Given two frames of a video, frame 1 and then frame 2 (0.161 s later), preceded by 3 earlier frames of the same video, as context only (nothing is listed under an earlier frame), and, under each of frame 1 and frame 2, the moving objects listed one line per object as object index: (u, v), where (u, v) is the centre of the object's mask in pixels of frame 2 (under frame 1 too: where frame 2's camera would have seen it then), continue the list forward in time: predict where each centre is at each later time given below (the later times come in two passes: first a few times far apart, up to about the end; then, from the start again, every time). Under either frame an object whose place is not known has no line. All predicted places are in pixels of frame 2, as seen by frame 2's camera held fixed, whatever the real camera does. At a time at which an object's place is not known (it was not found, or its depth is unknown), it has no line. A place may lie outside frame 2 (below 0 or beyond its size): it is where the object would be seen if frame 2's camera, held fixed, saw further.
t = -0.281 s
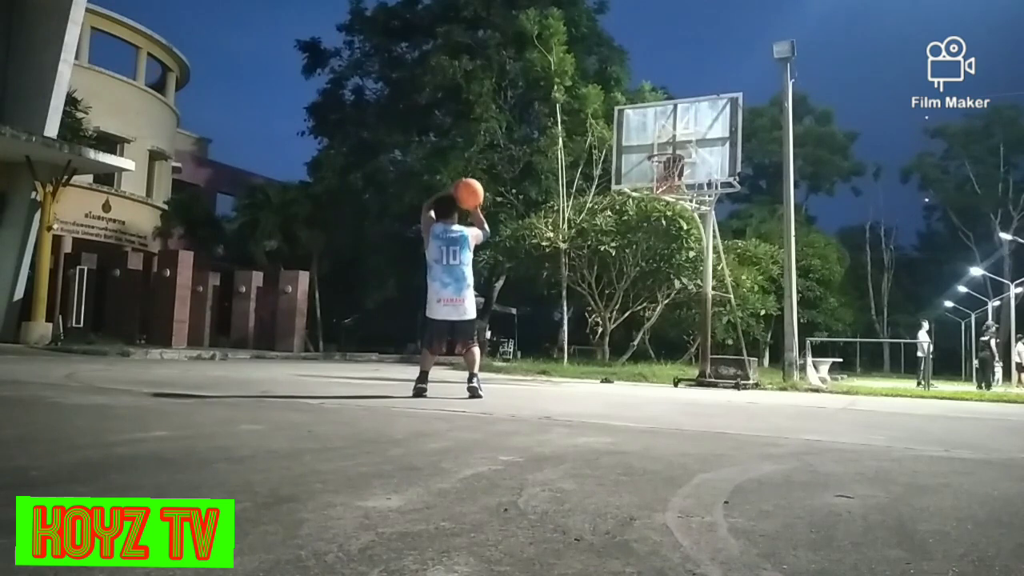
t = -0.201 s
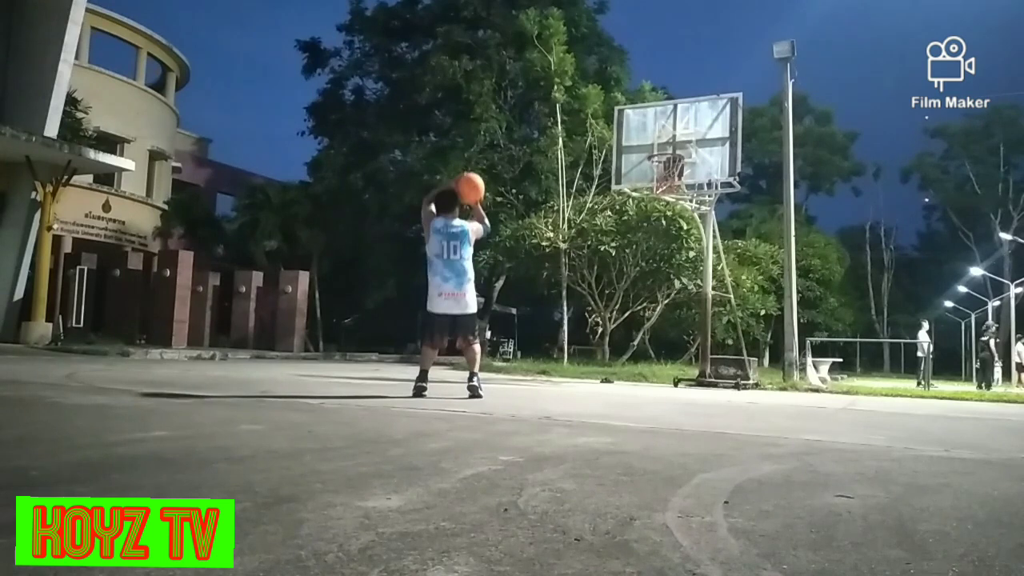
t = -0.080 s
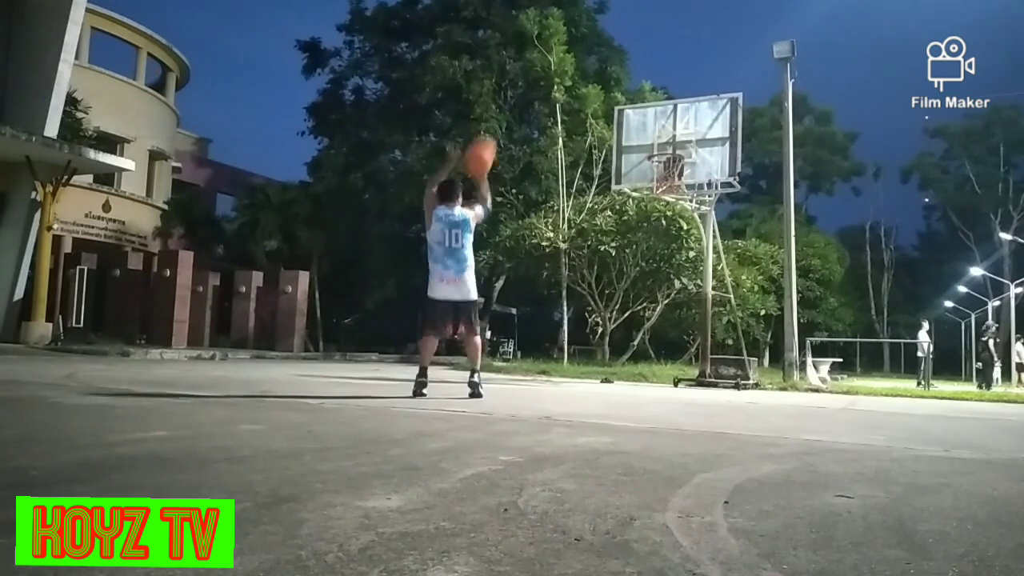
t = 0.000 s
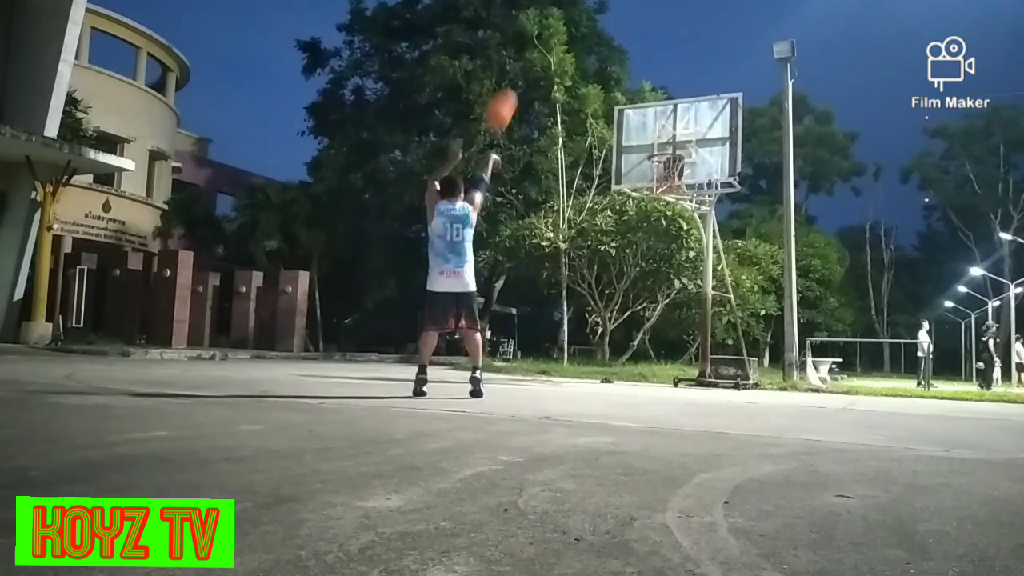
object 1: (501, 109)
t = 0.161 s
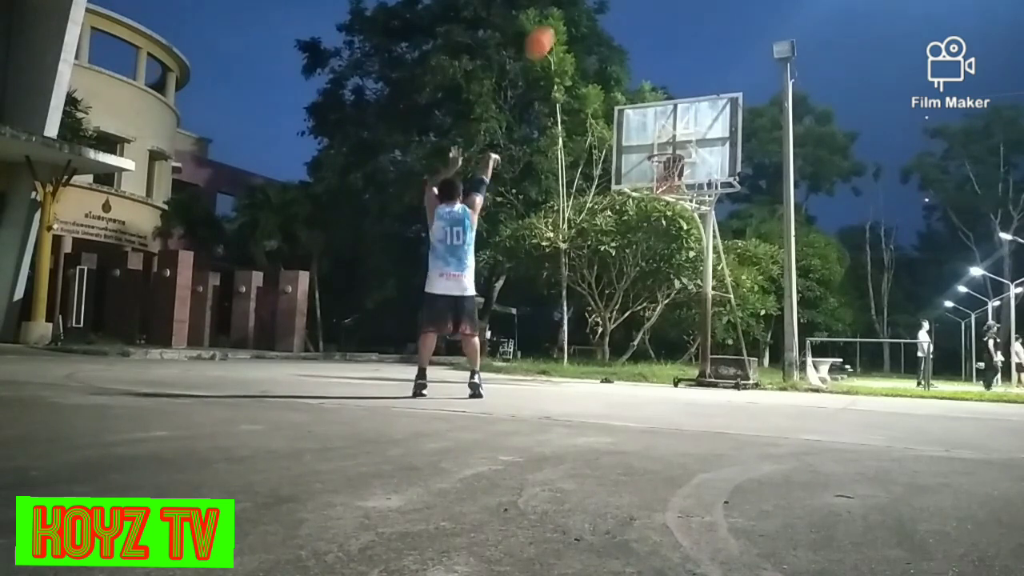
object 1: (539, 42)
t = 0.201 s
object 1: (549, 31)
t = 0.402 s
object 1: (585, 7)
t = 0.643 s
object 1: (623, 22)
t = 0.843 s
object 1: (647, 68)
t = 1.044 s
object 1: (666, 140)
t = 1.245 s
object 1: (678, 123)
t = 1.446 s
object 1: (692, 118)
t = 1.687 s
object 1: (712, 160)
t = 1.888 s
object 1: (731, 249)
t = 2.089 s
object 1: (753, 385)
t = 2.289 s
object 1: (772, 277)
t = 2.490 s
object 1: (793, 203)
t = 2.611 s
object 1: (807, 180)
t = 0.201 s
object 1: (549, 31)
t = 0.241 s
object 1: (557, 22)
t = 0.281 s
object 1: (565, 14)
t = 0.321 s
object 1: (573, 10)
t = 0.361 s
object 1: (579, 8)
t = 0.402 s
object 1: (585, 7)
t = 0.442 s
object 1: (592, 7)
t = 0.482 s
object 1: (600, 7)
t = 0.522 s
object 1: (605, 9)
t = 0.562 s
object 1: (611, 11)
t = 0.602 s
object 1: (617, 15)
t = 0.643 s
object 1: (623, 22)
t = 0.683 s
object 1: (628, 29)
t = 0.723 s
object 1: (633, 37)
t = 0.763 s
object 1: (637, 47)
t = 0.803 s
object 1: (642, 57)
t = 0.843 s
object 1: (647, 68)
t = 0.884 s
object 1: (650, 80)
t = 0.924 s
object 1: (654, 92)
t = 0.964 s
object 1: (659, 106)
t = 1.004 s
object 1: (662, 123)
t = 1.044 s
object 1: (666, 140)
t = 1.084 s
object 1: (668, 145)
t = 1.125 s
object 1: (670, 140)
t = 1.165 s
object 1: (672, 133)
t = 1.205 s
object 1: (675, 127)
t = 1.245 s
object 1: (678, 123)
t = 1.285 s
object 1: (681, 119)
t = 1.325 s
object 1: (684, 117)
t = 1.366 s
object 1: (687, 116)
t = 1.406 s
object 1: (689, 116)
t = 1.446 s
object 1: (692, 118)
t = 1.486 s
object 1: (695, 121)
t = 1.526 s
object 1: (698, 126)
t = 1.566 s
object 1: (701, 132)
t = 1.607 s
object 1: (705, 140)
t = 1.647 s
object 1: (707, 148)
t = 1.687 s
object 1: (712, 160)
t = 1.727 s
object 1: (715, 175)
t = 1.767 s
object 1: (720, 191)
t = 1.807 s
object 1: (723, 208)
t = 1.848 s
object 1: (727, 223)
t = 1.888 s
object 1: (731, 249)
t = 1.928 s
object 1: (734, 276)
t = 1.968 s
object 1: (740, 306)
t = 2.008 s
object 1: (742, 336)
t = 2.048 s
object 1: (747, 369)
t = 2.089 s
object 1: (753, 385)
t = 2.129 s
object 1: (756, 360)
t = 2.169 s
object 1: (760, 338)
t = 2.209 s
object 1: (763, 317)
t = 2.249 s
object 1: (768, 298)
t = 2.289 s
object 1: (772, 277)
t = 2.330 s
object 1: (775, 259)
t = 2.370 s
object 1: (779, 241)
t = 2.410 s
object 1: (784, 226)
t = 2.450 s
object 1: (788, 215)
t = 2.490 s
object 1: (793, 203)
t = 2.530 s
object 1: (798, 193)
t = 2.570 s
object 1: (803, 186)
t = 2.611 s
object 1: (807, 180)
